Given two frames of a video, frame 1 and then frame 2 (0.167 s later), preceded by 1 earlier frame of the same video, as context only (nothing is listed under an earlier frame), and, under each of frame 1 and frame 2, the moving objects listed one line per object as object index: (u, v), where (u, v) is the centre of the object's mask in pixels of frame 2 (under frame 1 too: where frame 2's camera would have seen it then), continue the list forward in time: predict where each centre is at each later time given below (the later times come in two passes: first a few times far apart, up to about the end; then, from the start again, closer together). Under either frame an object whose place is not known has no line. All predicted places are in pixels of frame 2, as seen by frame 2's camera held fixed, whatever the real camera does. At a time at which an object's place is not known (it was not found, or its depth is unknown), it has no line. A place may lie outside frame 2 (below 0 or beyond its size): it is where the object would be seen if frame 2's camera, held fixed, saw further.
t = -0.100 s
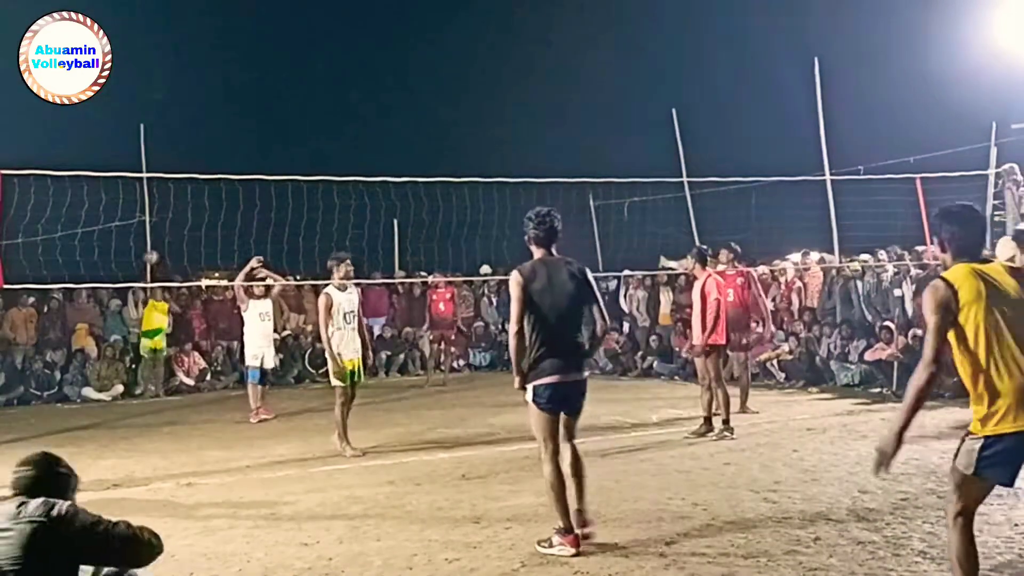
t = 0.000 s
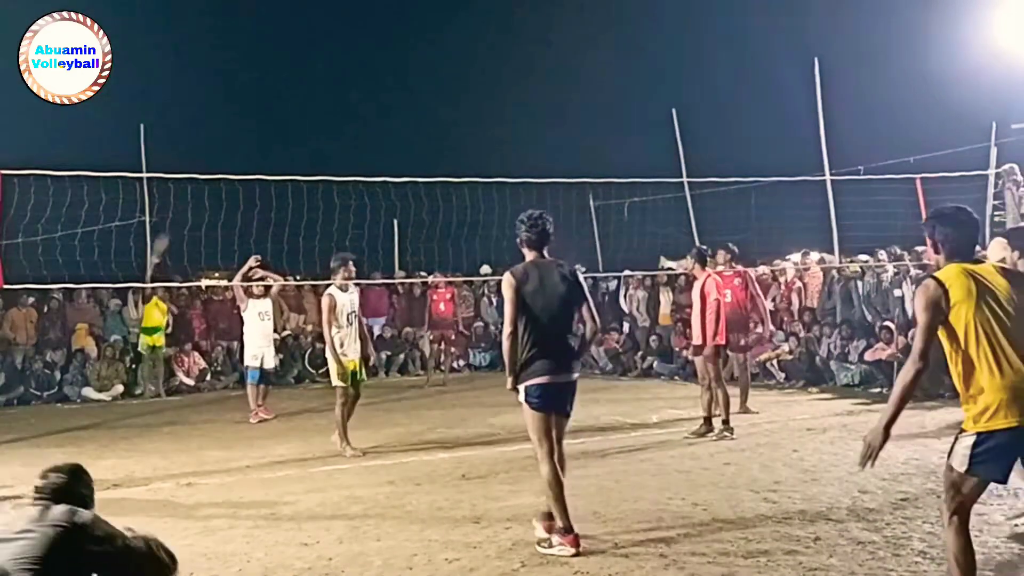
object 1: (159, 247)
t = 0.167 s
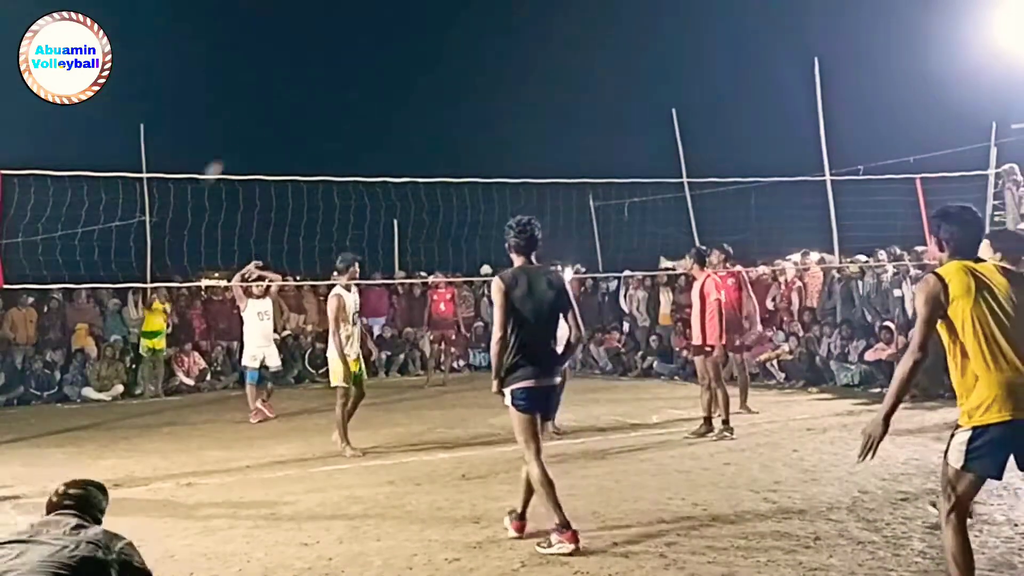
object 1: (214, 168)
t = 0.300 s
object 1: (259, 122)
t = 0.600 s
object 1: (382, 39)
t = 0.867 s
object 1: (511, 21)
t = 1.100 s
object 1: (650, 67)
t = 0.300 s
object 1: (259, 122)
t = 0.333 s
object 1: (273, 110)
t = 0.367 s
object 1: (286, 98)
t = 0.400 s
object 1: (298, 88)
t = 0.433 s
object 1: (312, 78)
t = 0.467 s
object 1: (325, 69)
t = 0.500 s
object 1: (338, 60)
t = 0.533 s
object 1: (353, 52)
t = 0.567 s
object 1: (367, 45)
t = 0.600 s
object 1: (382, 39)
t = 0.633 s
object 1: (397, 33)
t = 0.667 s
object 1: (412, 28)
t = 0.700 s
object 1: (427, 24)
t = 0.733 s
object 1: (444, 21)
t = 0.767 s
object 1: (460, 20)
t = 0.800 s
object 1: (476, 19)
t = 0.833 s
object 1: (494, 19)
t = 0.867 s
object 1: (511, 21)
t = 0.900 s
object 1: (530, 23)
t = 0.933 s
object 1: (549, 28)
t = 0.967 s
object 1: (568, 33)
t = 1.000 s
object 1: (588, 39)
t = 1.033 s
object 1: (608, 47)
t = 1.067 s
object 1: (629, 57)
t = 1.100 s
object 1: (650, 67)
